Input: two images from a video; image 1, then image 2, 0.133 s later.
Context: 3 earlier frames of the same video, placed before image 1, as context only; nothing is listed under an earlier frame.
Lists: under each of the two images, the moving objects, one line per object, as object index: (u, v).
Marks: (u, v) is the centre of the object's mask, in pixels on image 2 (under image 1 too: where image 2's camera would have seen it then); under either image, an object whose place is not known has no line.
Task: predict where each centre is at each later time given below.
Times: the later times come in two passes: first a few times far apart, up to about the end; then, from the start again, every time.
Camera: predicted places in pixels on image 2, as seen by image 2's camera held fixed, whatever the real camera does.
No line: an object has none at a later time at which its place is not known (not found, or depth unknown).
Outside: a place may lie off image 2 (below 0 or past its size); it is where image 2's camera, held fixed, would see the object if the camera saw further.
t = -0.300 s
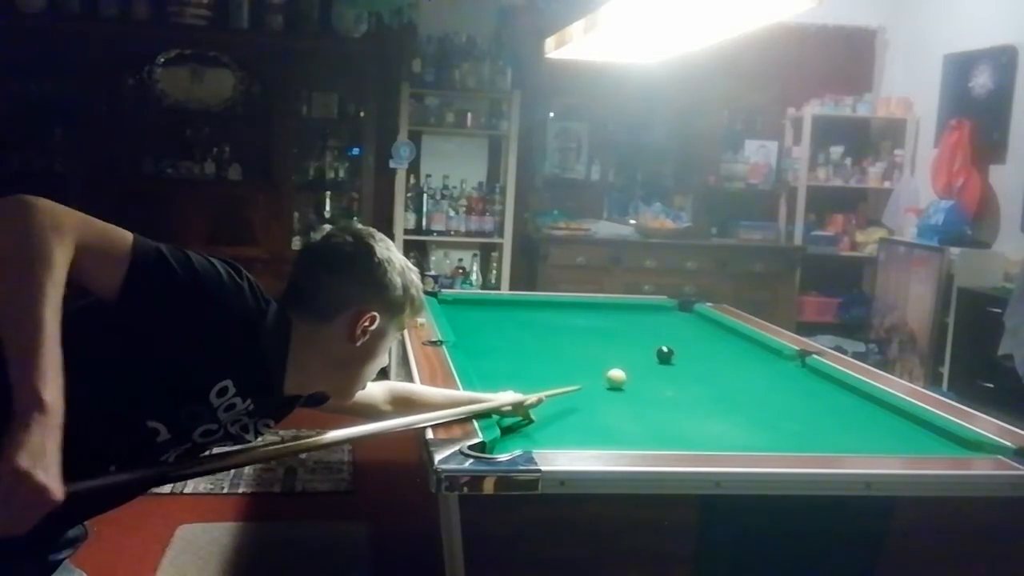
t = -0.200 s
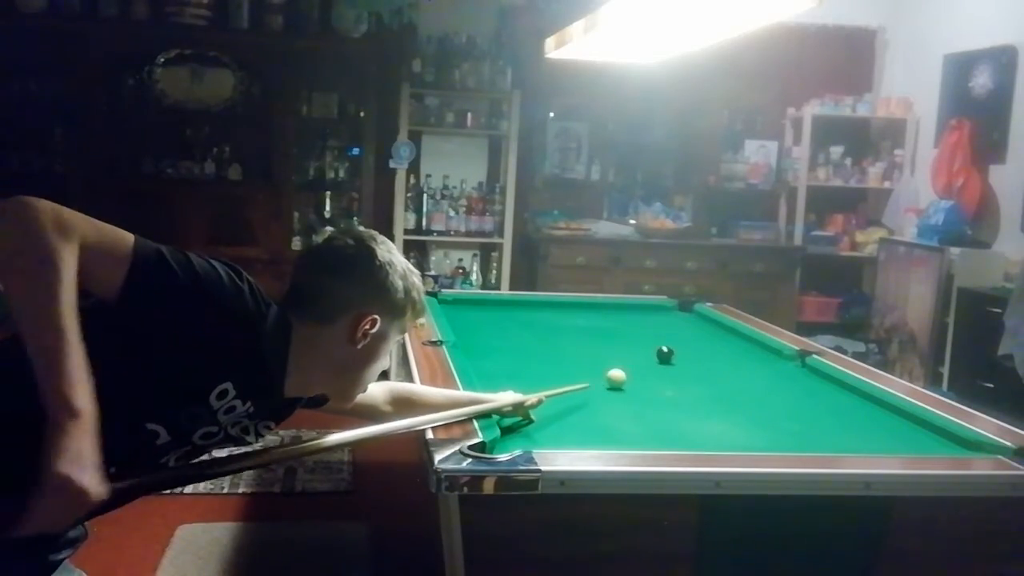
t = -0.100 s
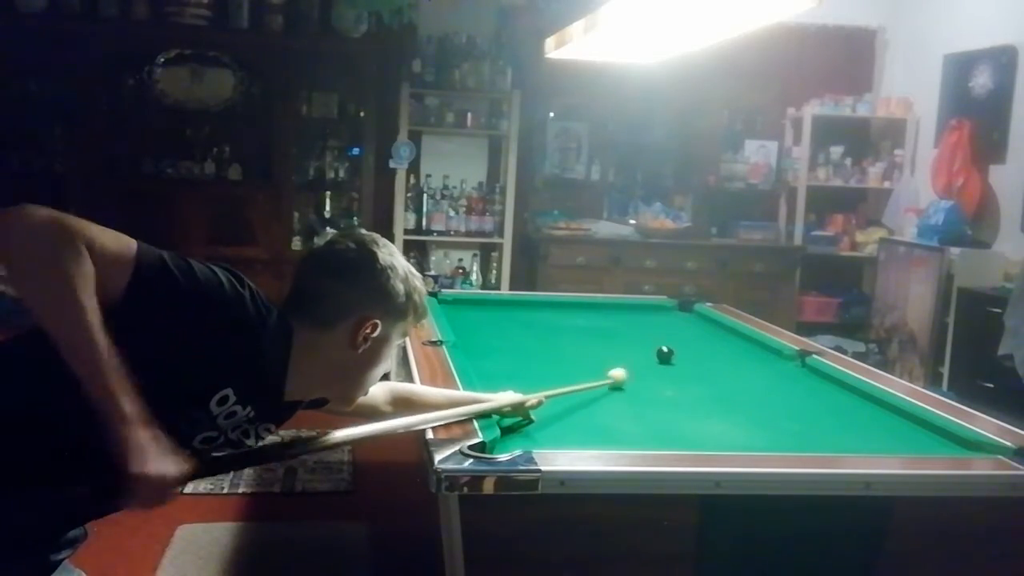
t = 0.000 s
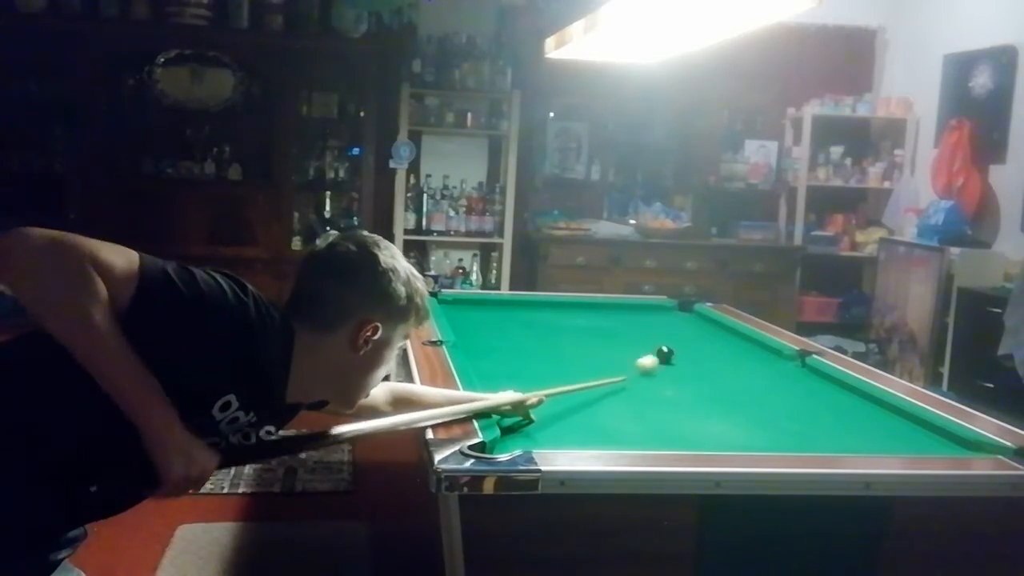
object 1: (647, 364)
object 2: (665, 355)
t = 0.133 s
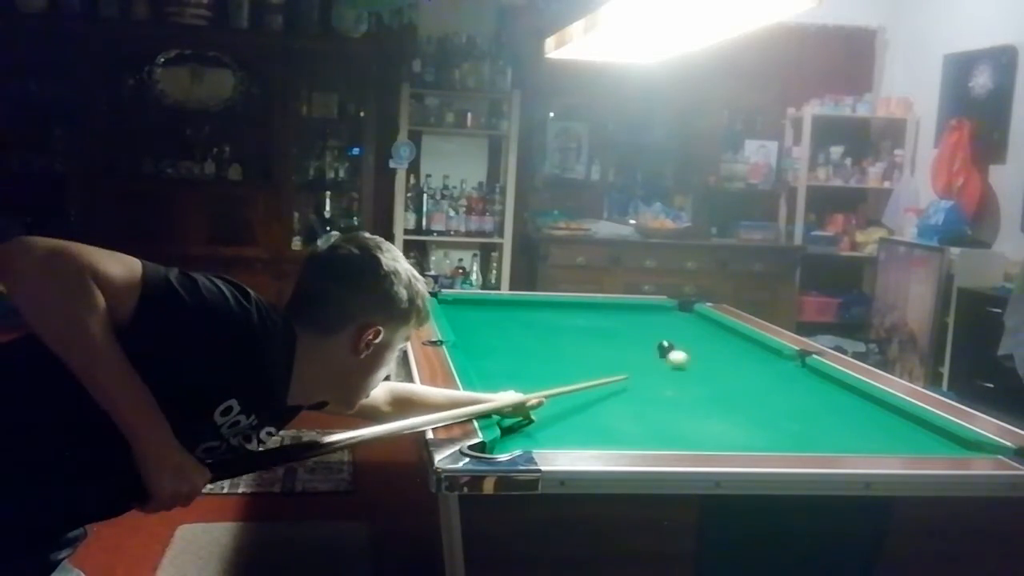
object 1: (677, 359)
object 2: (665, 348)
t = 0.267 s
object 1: (702, 361)
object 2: (667, 341)
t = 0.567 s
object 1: (754, 366)
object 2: (669, 326)
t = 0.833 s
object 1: (797, 369)
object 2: (671, 315)
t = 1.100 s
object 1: (805, 372)
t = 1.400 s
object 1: (787, 375)
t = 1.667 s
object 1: (771, 378)
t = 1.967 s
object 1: (757, 381)
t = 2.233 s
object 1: (746, 382)
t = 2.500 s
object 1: (736, 384)
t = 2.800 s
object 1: (729, 385)
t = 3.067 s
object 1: (725, 385)
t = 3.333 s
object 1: (724, 386)
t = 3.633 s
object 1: (724, 386)
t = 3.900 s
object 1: (724, 386)
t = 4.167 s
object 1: (724, 386)
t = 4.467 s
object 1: (724, 386)
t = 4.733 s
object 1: (724, 386)
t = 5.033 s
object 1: (724, 386)
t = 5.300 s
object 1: (724, 386)
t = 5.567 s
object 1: (724, 386)
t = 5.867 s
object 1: (724, 386)
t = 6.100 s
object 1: (725, 386)
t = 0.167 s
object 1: (684, 360)
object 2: (666, 347)
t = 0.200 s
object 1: (690, 360)
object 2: (666, 345)
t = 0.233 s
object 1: (696, 360)
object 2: (667, 342)
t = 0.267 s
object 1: (702, 361)
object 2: (667, 341)
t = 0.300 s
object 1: (708, 362)
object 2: (667, 339)
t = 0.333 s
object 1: (714, 362)
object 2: (667, 337)
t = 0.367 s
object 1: (719, 362)
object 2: (667, 335)
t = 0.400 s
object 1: (725, 363)
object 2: (668, 334)
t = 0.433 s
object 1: (731, 364)
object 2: (668, 332)
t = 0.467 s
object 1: (737, 364)
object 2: (668, 331)
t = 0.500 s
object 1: (743, 365)
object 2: (668, 329)
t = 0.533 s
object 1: (749, 366)
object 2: (669, 328)
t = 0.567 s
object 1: (754, 366)
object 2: (669, 326)
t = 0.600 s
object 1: (760, 367)
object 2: (669, 325)
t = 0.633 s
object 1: (765, 367)
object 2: (670, 323)
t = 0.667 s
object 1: (770, 367)
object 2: (669, 322)
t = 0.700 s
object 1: (776, 368)
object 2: (670, 321)
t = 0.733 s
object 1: (782, 368)
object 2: (670, 320)
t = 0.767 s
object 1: (787, 369)
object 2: (670, 319)
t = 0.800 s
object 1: (792, 369)
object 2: (671, 317)
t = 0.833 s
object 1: (797, 369)
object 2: (671, 315)
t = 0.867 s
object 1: (803, 370)
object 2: (671, 315)
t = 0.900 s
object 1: (808, 370)
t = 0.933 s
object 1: (813, 371)
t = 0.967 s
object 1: (813, 371)
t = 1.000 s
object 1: (811, 371)
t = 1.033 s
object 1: (809, 372)
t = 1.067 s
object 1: (807, 372)
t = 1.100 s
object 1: (805, 372)
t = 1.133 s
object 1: (803, 372)
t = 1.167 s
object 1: (801, 373)
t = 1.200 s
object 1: (799, 373)
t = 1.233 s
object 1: (796, 373)
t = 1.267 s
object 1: (795, 374)
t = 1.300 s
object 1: (793, 374)
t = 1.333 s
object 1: (791, 375)
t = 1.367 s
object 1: (789, 375)
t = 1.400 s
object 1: (787, 375)
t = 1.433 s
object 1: (785, 376)
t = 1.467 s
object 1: (783, 376)
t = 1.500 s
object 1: (781, 377)
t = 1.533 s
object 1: (777, 377)
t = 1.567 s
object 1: (776, 378)
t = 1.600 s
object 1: (774, 378)
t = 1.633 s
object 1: (772, 378)
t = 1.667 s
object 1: (771, 378)
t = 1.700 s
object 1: (769, 378)
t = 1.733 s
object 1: (767, 379)
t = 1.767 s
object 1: (765, 379)
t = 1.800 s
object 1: (764, 380)
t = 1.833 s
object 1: (762, 380)
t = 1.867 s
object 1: (761, 380)
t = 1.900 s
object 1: (760, 380)
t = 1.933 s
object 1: (758, 380)
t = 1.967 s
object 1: (757, 381)
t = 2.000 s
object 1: (755, 381)
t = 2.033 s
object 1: (754, 381)
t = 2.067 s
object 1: (752, 381)
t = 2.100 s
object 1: (751, 381)
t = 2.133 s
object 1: (749, 382)
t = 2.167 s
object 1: (748, 382)
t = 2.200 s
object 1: (747, 382)
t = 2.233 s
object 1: (746, 382)
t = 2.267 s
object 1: (744, 382)
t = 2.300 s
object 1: (743, 383)
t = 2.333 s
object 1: (742, 383)
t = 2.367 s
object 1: (741, 383)
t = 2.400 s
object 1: (740, 383)
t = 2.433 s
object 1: (739, 383)
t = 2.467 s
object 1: (738, 384)
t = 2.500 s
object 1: (736, 384)
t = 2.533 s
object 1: (736, 384)
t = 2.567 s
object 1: (735, 384)
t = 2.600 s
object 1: (734, 384)
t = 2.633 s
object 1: (733, 384)
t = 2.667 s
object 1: (732, 384)
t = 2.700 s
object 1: (732, 385)
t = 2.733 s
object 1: (731, 385)
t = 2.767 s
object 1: (731, 385)
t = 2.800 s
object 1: (729, 385)
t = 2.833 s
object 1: (728, 385)
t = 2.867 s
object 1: (728, 385)
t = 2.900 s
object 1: (727, 385)
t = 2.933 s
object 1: (727, 385)
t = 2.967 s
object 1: (727, 385)
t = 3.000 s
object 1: (726, 385)
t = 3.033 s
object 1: (725, 385)
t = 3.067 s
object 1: (725, 385)
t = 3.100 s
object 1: (725, 385)
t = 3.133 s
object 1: (725, 385)
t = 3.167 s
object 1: (725, 386)
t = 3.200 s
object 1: (724, 386)
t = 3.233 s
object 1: (724, 386)
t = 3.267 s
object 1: (724, 386)
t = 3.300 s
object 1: (724, 386)
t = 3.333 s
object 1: (724, 386)
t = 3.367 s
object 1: (724, 386)
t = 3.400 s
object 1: (724, 386)
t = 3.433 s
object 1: (724, 386)
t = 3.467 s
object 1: (724, 386)
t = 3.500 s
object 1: (724, 386)
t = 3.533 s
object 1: (724, 386)
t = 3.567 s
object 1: (724, 386)
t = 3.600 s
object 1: (724, 386)
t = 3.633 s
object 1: (724, 386)
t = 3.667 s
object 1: (724, 386)
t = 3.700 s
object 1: (724, 386)
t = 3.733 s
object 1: (724, 386)
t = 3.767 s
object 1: (724, 386)
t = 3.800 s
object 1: (724, 386)
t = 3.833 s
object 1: (724, 386)
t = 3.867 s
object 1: (724, 386)
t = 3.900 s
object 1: (724, 386)
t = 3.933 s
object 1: (724, 386)
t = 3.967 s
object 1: (724, 386)
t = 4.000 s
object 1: (724, 386)
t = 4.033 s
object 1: (724, 386)
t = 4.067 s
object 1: (725, 386)
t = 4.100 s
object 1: (724, 386)
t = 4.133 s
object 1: (724, 386)
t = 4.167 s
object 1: (724, 386)
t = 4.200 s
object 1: (724, 386)
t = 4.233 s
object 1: (724, 386)
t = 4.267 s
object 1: (724, 386)
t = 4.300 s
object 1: (725, 386)
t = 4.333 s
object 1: (724, 386)
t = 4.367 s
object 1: (724, 386)
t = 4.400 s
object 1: (724, 386)
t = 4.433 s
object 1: (724, 386)
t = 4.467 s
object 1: (724, 386)
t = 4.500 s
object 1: (724, 386)
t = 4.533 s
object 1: (724, 386)
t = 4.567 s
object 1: (724, 386)
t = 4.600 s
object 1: (724, 386)
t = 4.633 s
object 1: (724, 386)
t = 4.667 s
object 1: (724, 386)
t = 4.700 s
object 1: (724, 386)
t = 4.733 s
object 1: (724, 386)
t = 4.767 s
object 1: (724, 386)
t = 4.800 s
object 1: (724, 386)
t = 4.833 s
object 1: (724, 386)
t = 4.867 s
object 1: (724, 386)
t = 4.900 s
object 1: (724, 386)
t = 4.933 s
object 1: (724, 386)
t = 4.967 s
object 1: (724, 386)
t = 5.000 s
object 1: (725, 386)
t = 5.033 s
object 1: (724, 386)
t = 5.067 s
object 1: (724, 386)
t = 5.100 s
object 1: (724, 386)
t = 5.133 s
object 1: (724, 386)
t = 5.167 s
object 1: (725, 386)
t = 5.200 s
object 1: (724, 386)
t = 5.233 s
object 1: (724, 386)
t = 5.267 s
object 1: (724, 386)
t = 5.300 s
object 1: (724, 386)
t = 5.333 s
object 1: (724, 386)
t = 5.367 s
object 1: (724, 386)
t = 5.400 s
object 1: (724, 386)
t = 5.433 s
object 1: (724, 386)
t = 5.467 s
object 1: (724, 386)
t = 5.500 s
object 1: (724, 386)
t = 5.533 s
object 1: (725, 386)
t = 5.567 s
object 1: (724, 386)
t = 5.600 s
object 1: (725, 386)
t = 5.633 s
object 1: (724, 386)
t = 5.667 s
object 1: (724, 386)
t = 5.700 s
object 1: (724, 386)
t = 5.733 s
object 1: (724, 386)
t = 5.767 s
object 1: (724, 386)
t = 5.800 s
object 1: (725, 386)
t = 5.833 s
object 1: (724, 386)
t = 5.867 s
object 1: (724, 386)
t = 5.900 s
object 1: (724, 386)
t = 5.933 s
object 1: (725, 386)
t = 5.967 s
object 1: (724, 386)
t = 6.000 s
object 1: (725, 386)
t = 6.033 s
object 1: (724, 385)
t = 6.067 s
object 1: (724, 385)
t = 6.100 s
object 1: (725, 386)
